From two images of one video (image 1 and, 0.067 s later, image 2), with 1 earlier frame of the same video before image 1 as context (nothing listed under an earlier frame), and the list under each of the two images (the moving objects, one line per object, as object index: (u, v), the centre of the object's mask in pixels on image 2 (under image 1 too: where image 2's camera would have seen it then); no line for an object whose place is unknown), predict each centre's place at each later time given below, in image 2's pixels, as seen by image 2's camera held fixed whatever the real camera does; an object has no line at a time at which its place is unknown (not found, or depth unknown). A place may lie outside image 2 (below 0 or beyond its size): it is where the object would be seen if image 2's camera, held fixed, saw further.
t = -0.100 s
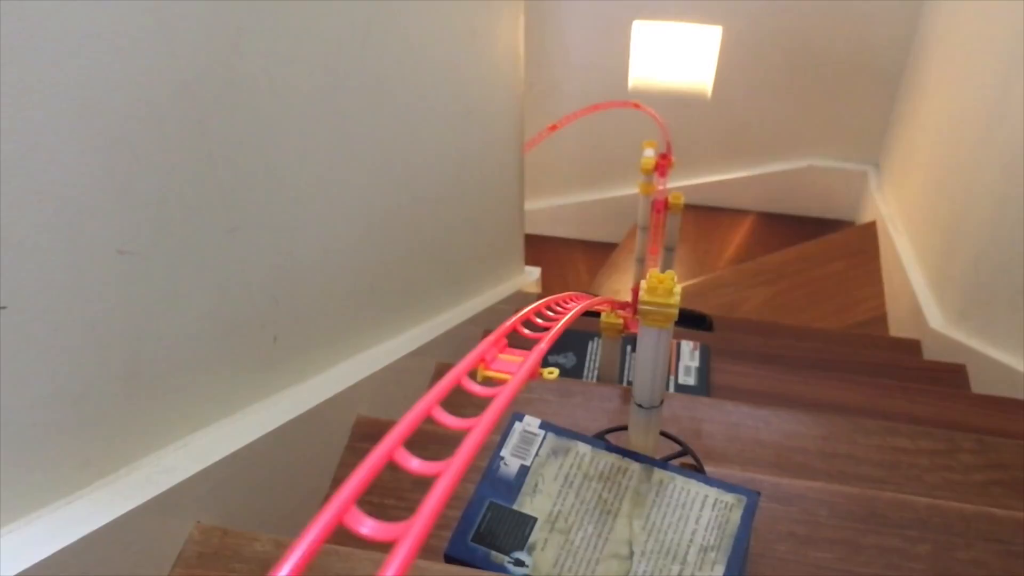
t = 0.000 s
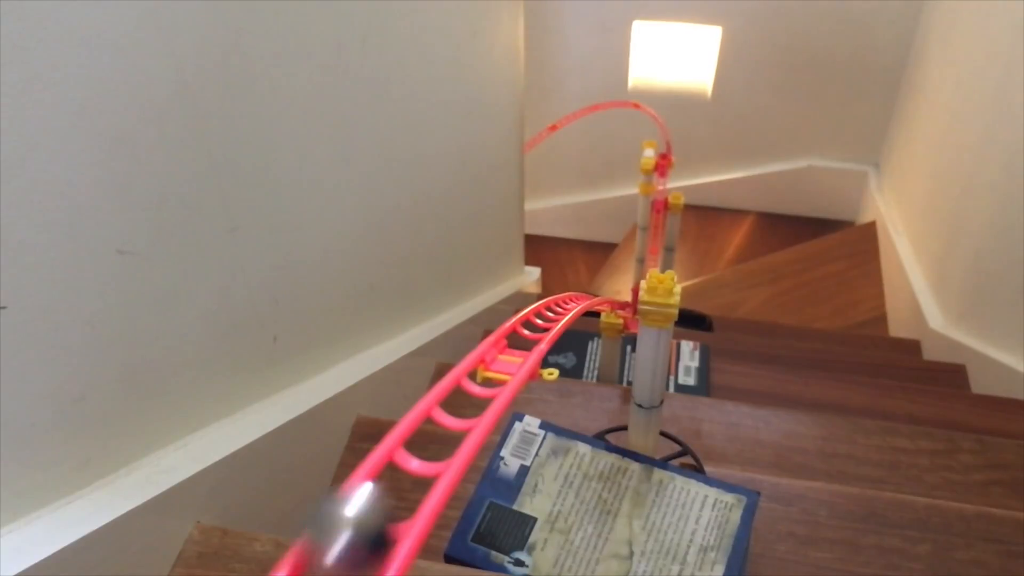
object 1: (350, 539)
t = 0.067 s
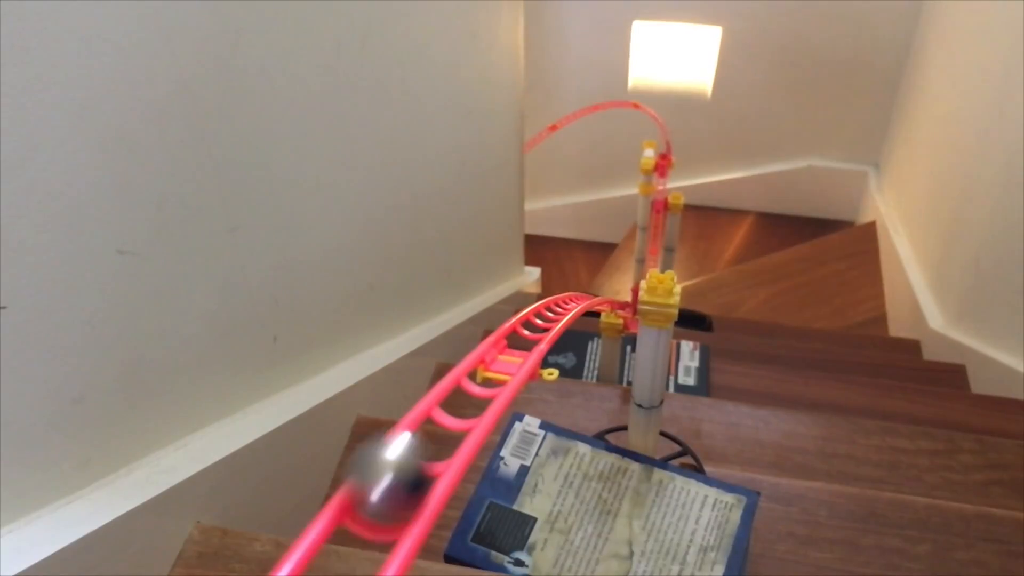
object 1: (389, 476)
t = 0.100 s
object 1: (410, 446)
